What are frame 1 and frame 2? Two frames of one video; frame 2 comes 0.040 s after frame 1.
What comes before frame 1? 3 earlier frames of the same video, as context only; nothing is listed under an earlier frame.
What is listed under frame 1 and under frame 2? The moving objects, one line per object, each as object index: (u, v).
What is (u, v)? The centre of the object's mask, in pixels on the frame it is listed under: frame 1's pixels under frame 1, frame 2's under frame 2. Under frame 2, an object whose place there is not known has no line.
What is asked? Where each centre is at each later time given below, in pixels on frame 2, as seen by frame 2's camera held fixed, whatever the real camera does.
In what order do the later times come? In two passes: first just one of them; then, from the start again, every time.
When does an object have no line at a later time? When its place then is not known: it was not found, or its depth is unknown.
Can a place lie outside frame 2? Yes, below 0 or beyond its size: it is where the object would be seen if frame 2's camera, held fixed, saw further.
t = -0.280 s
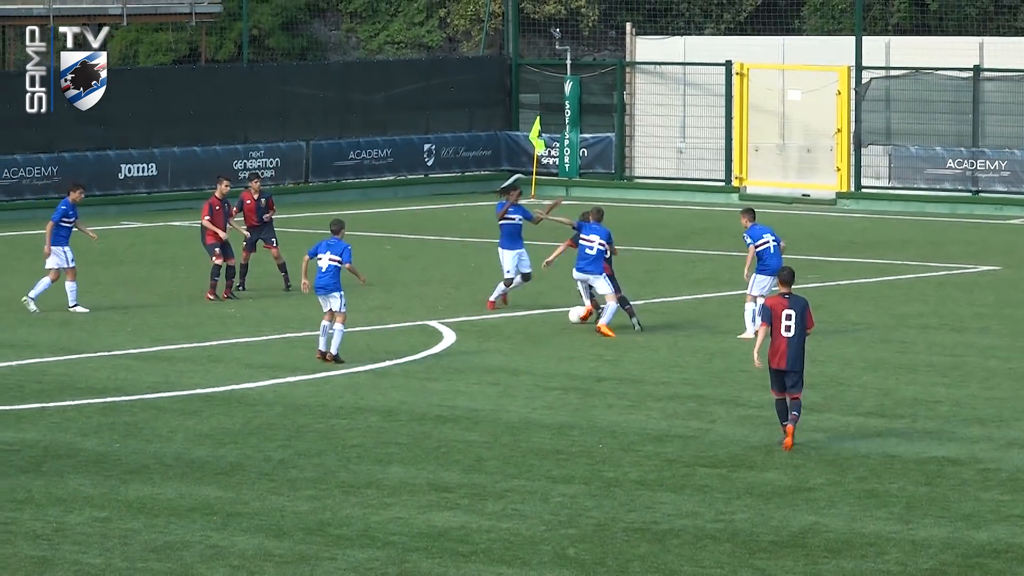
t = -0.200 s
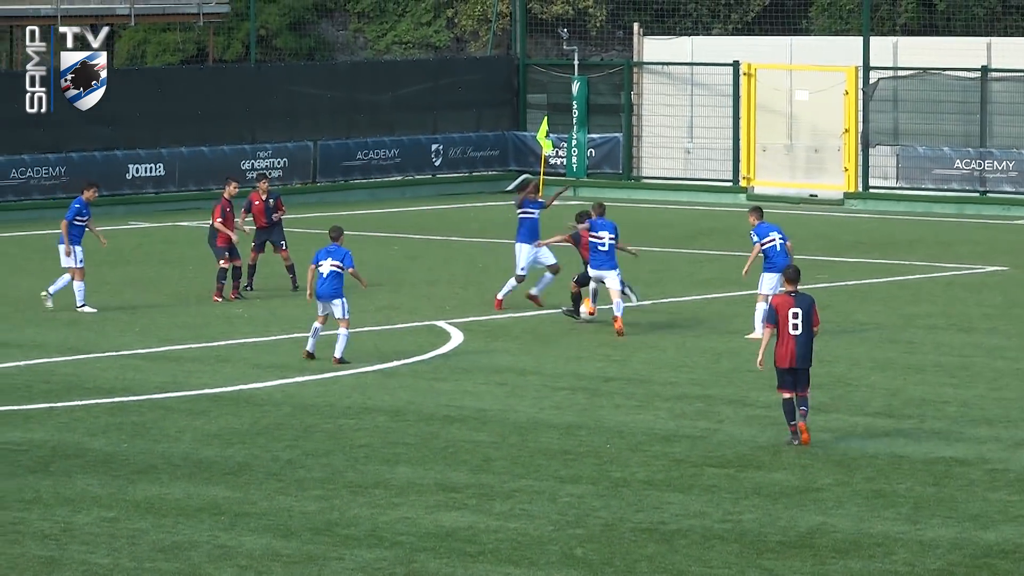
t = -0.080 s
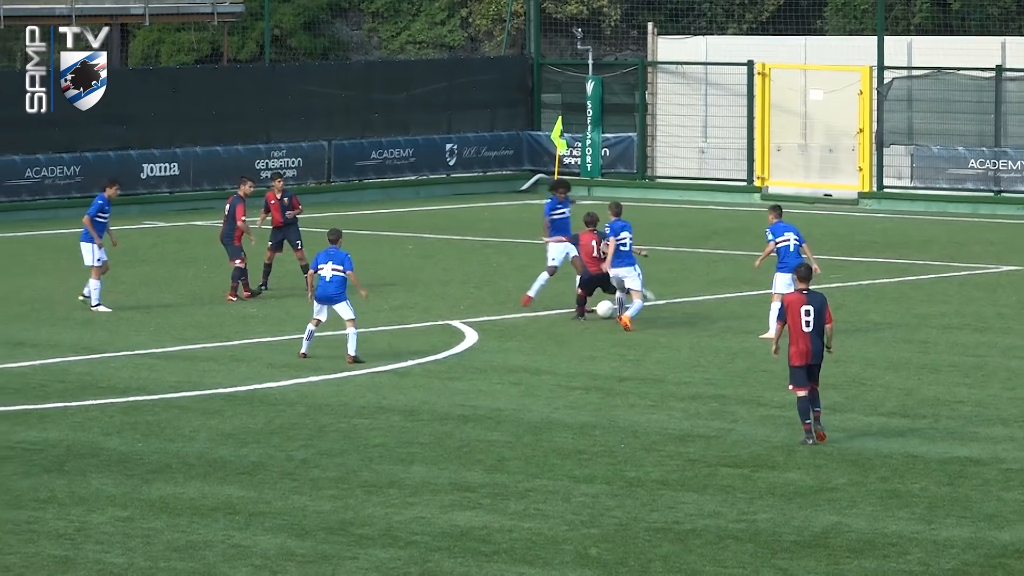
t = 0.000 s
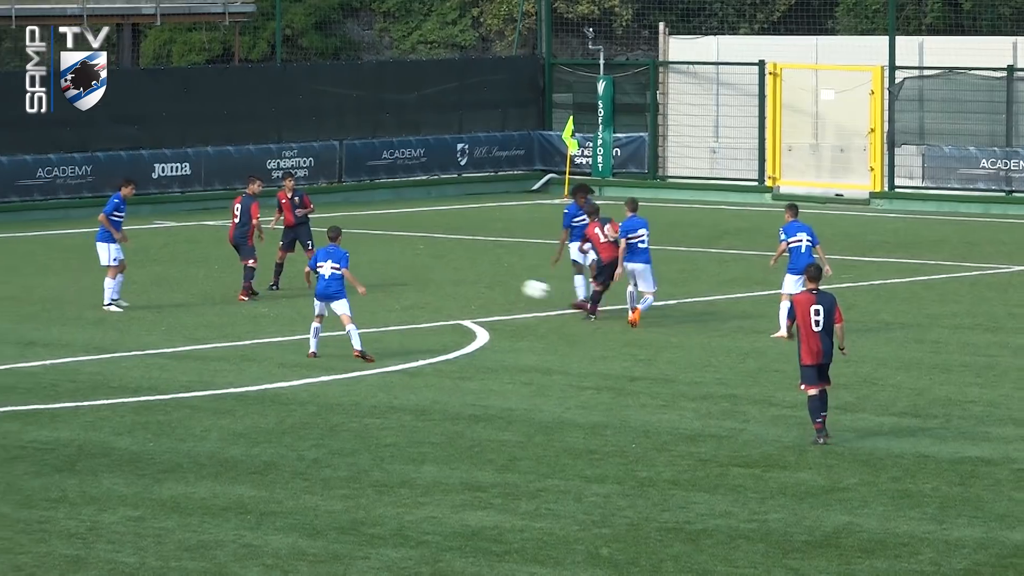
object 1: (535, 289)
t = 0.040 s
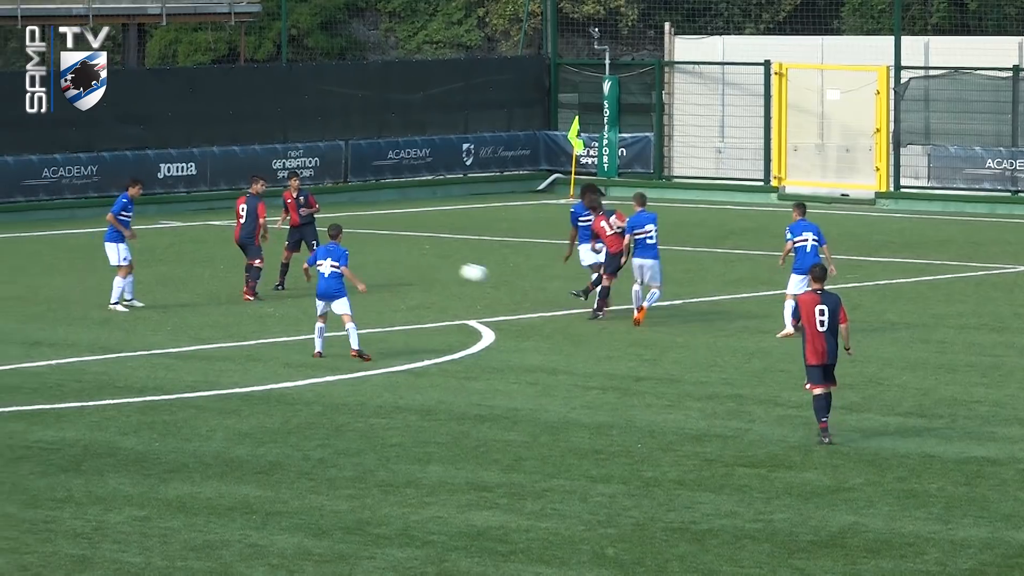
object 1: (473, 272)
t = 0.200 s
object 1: (225, 224)
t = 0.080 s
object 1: (408, 257)
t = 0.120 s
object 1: (349, 244)
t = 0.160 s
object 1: (283, 233)
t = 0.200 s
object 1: (225, 224)
